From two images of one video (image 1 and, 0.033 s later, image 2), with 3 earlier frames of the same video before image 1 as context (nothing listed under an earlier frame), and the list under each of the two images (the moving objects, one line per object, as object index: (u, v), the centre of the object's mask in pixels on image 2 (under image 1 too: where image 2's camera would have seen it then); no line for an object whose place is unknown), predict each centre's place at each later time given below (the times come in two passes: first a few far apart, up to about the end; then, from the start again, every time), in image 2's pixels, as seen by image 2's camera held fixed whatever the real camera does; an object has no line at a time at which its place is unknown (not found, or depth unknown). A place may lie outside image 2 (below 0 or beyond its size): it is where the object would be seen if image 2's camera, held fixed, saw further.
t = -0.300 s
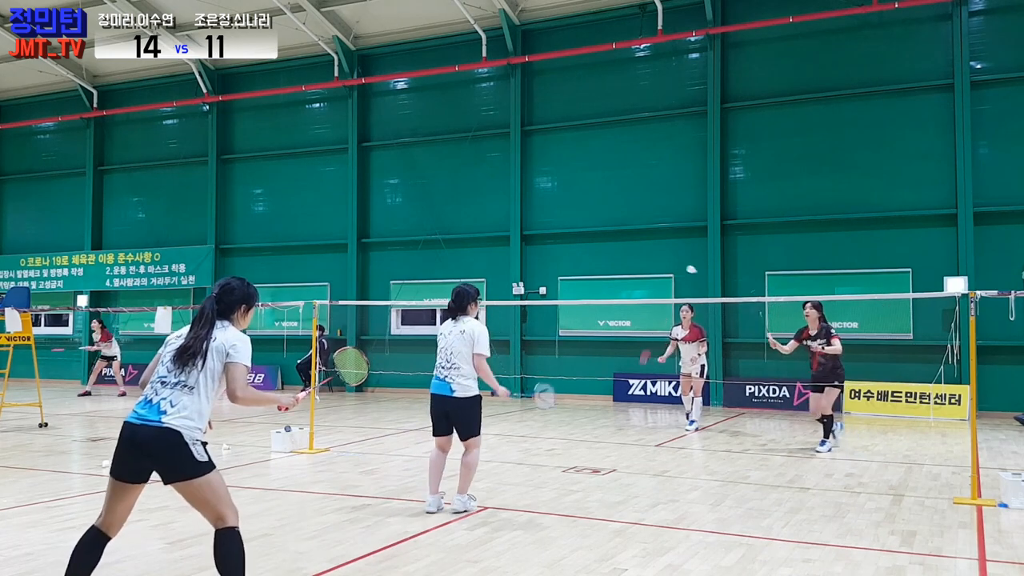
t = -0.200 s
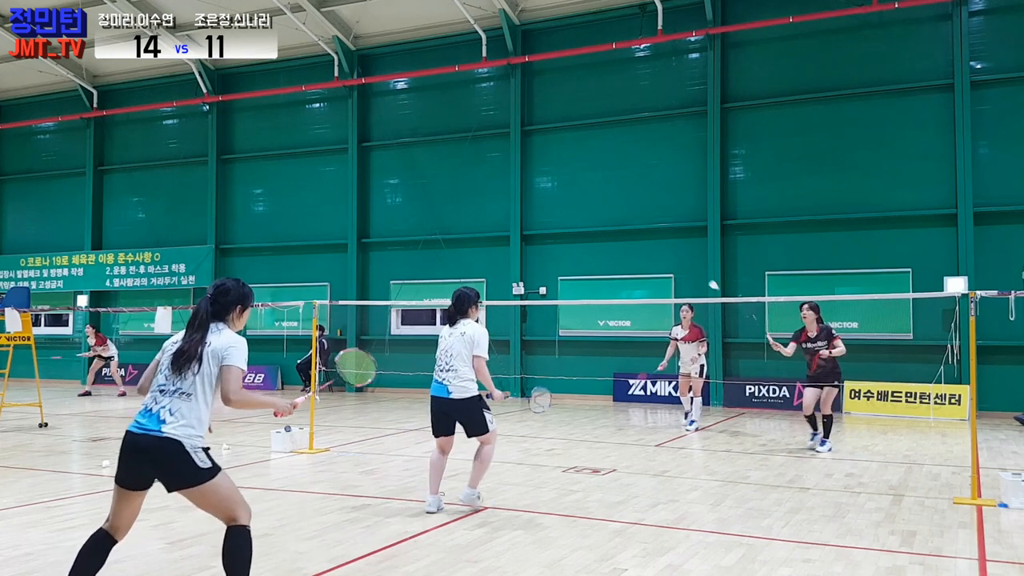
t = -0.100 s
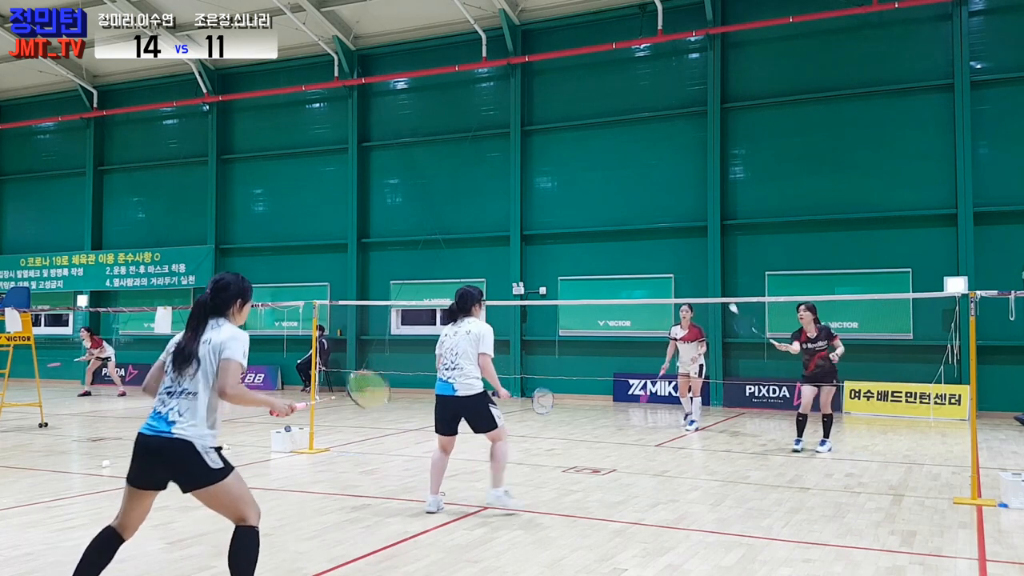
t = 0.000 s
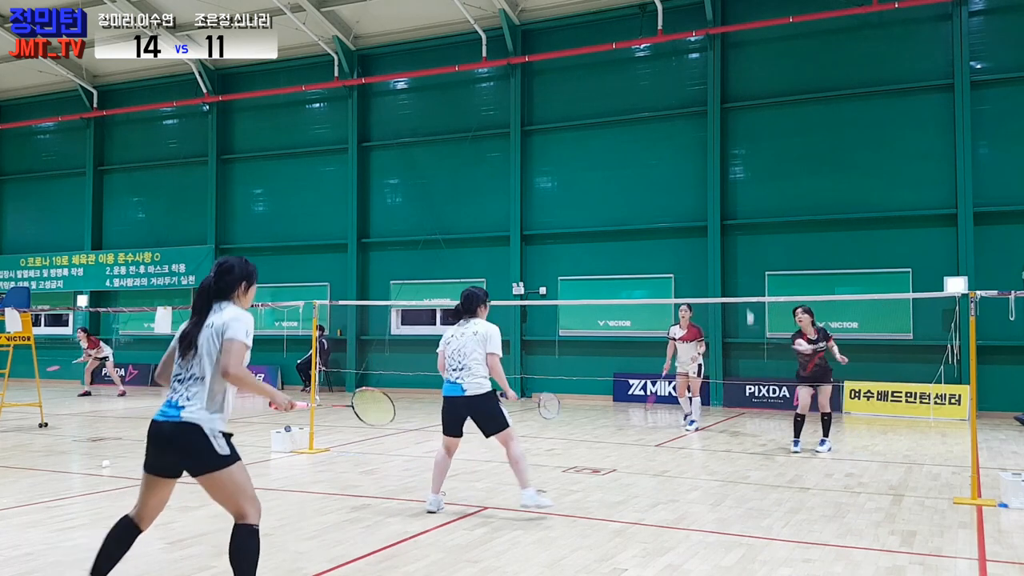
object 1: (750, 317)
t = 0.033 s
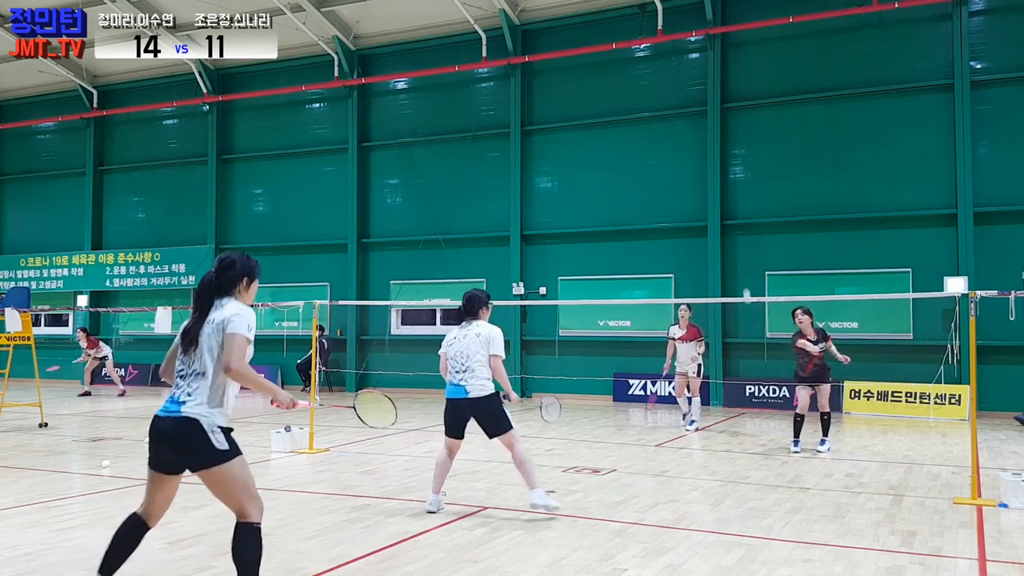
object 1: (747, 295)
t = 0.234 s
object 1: (736, 204)
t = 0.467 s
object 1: (724, 158)
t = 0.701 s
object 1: (702, 203)
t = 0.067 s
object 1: (744, 276)
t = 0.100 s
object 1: (742, 260)
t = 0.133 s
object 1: (740, 244)
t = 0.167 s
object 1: (739, 229)
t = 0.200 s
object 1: (737, 216)
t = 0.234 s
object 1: (736, 204)
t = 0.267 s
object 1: (734, 193)
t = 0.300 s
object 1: (733, 184)
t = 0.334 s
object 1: (731, 175)
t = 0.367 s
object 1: (729, 169)
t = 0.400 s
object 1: (727, 164)
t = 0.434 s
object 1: (725, 160)
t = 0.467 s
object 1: (724, 158)
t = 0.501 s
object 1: (721, 158)
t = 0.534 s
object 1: (718, 159)
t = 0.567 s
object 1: (716, 163)
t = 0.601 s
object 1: (713, 169)
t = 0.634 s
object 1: (710, 178)
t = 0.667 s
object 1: (706, 189)
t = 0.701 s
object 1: (702, 203)
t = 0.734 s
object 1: (699, 220)
